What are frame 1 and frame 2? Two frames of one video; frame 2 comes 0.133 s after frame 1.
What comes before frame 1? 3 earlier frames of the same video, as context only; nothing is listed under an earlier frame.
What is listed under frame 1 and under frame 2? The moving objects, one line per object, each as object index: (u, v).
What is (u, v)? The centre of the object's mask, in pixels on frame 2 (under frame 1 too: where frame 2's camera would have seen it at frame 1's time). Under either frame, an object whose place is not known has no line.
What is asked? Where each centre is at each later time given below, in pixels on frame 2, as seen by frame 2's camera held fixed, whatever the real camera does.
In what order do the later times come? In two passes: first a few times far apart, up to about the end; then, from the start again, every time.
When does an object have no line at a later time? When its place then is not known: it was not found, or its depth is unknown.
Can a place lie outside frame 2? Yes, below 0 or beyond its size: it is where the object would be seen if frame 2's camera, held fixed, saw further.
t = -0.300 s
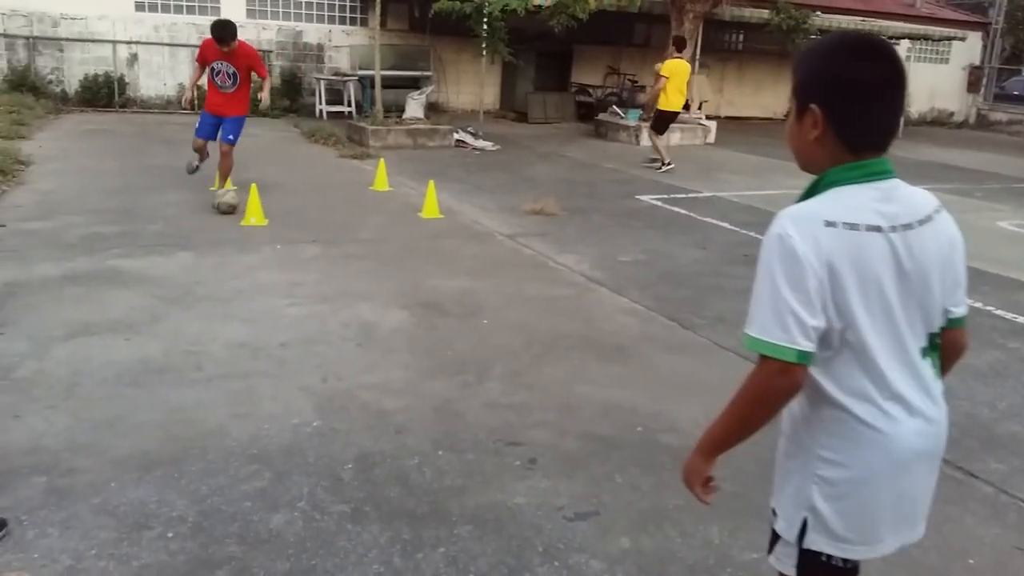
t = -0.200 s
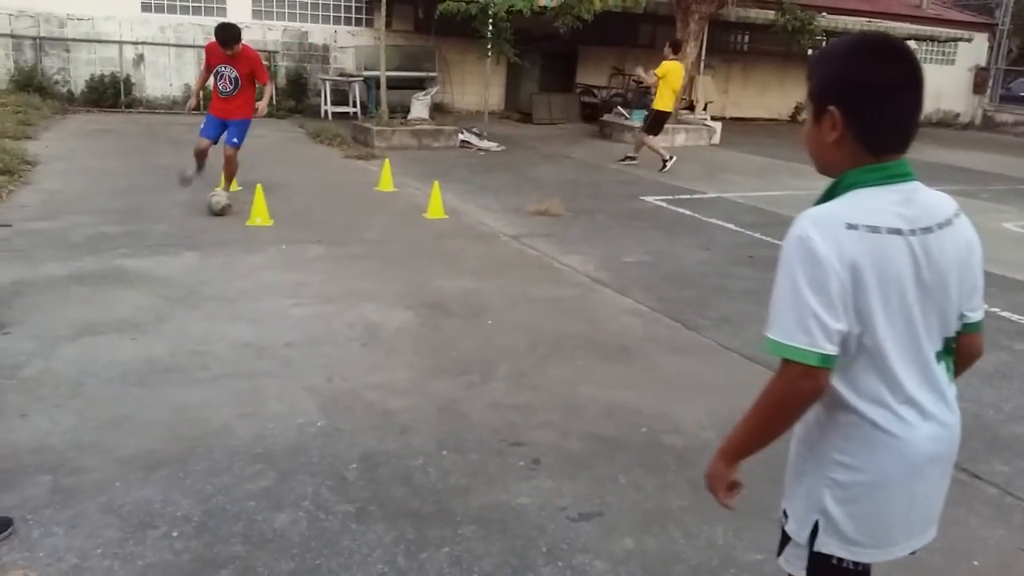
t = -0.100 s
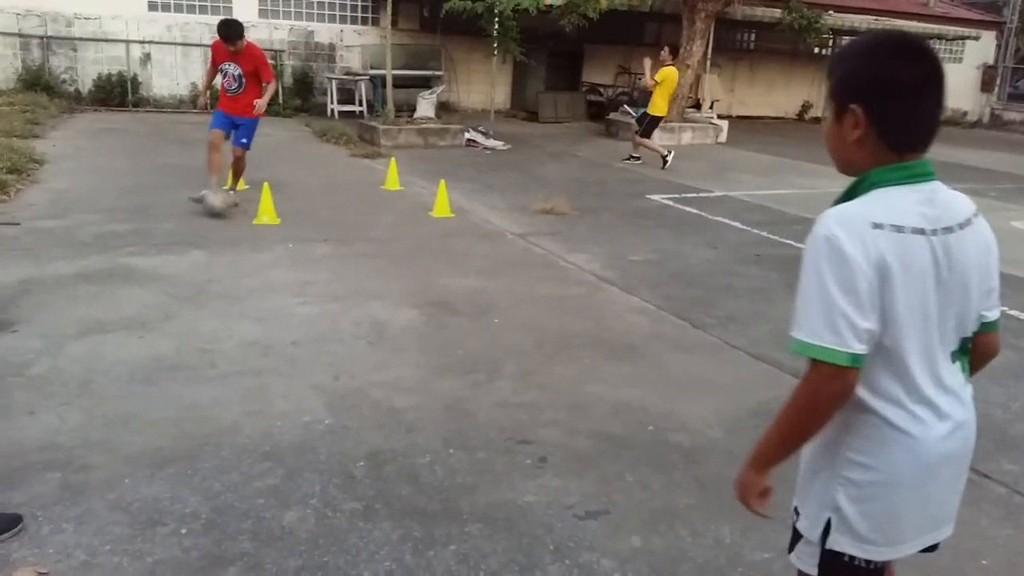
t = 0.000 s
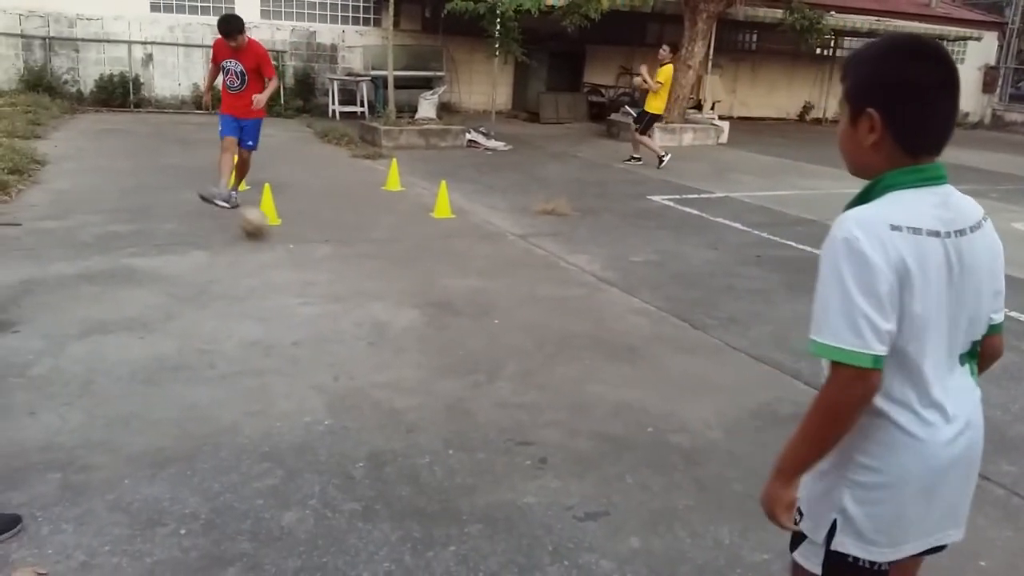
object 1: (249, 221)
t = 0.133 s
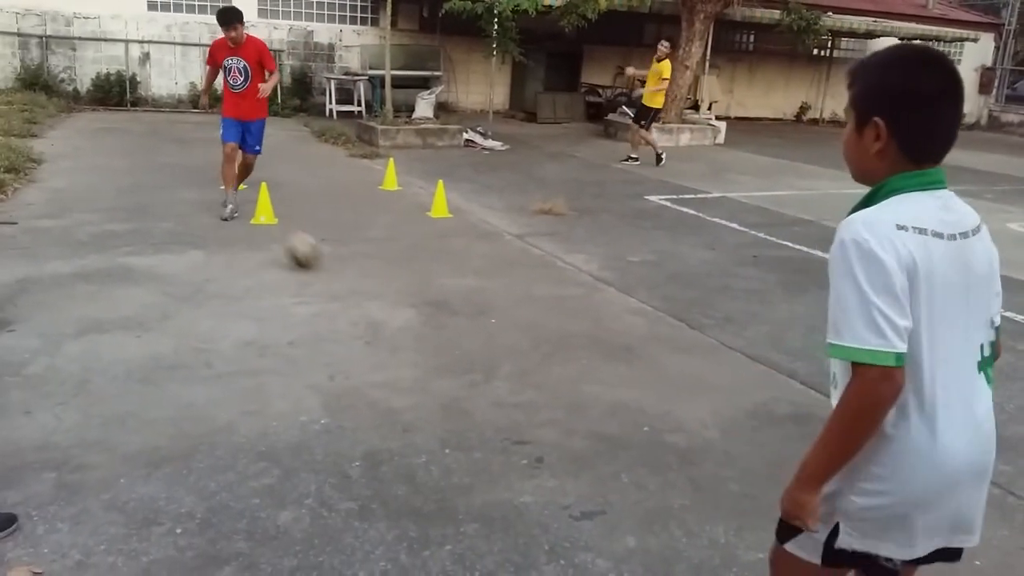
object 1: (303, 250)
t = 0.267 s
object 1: (360, 279)
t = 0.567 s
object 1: (538, 378)
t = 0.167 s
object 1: (317, 260)
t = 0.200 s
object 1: (331, 266)
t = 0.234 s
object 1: (345, 272)
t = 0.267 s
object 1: (360, 279)
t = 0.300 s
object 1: (375, 289)
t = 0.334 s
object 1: (389, 299)
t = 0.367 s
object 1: (407, 307)
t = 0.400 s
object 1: (425, 316)
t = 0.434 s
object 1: (444, 326)
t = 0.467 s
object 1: (466, 341)
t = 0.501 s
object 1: (486, 353)
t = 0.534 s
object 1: (511, 363)
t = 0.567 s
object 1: (538, 378)
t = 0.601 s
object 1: (563, 396)
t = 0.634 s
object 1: (591, 413)
